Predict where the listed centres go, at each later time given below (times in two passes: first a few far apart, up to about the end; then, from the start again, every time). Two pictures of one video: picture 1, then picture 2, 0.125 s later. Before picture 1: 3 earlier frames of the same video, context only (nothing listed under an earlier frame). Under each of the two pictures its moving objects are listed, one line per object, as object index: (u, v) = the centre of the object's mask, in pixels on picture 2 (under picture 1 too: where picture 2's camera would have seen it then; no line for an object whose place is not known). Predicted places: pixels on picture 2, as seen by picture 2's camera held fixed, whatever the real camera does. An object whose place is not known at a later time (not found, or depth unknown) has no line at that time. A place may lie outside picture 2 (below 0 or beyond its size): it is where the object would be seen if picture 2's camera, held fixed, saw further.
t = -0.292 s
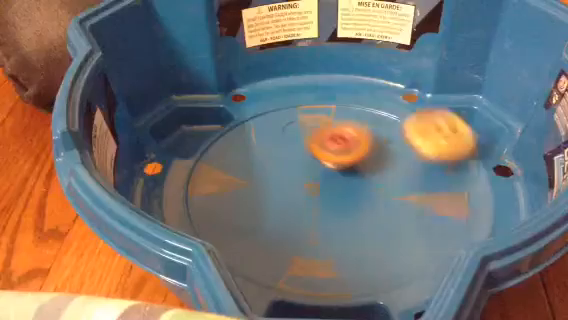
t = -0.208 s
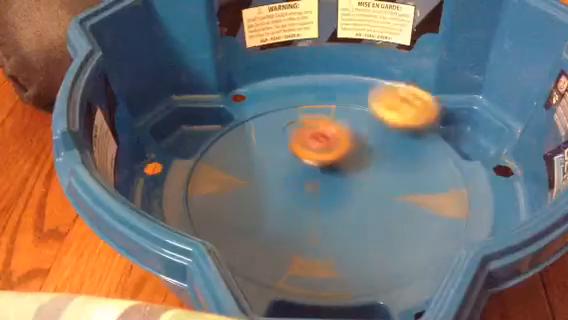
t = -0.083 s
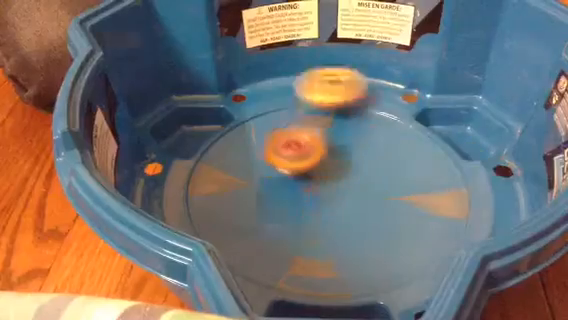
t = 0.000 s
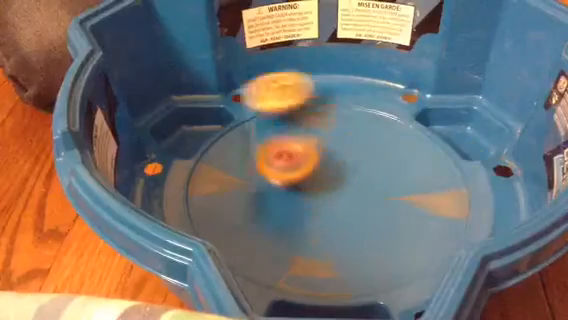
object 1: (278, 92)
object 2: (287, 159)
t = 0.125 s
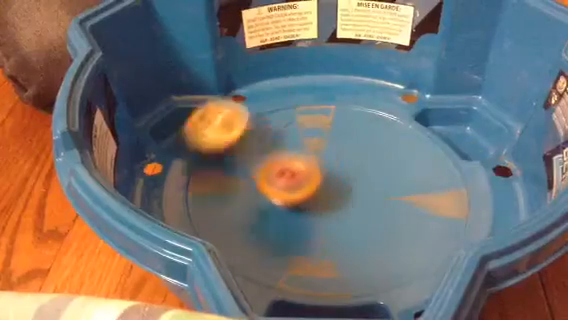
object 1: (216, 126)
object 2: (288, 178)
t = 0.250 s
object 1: (207, 182)
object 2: (308, 192)
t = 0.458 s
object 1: (324, 249)
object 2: (352, 190)
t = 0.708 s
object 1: (442, 173)
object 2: (357, 162)
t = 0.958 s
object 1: (351, 102)
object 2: (319, 151)
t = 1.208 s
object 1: (232, 142)
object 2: (293, 168)
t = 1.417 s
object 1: (247, 218)
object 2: (320, 192)
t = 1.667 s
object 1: (372, 238)
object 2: (375, 167)
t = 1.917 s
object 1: (394, 171)
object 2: (332, 117)
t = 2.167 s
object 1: (311, 135)
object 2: (268, 178)
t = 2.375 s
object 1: (252, 149)
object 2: (353, 229)
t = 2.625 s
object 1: (255, 196)
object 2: (431, 167)
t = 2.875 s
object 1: (347, 197)
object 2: (320, 121)
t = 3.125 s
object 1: (366, 145)
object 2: (220, 169)
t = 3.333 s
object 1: (328, 126)
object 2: (270, 238)
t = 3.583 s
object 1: (288, 152)
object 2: (401, 202)
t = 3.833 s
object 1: (320, 199)
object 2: (374, 119)
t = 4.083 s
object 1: (376, 196)
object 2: (266, 106)
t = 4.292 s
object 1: (376, 171)
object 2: (234, 175)
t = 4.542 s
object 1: (322, 156)
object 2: (352, 232)
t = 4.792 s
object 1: (275, 176)
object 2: (441, 174)
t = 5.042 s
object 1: (289, 204)
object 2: (358, 117)
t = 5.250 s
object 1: (330, 197)
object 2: (258, 135)
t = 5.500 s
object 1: (342, 160)
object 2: (227, 208)
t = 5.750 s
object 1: (310, 139)
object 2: (355, 235)
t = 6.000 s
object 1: (288, 153)
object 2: (400, 155)
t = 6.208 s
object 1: (301, 176)
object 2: (338, 106)
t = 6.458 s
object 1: (347, 186)
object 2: (246, 126)
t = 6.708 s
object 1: (365, 171)
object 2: (274, 210)
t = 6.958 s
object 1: (342, 160)
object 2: (402, 219)
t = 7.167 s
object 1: (310, 168)
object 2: (428, 158)
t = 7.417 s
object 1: (298, 185)
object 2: (328, 123)
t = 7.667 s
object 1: (313, 193)
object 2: (235, 155)
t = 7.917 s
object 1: (326, 178)
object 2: (259, 225)
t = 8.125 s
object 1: (321, 162)
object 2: (364, 218)
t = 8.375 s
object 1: (306, 155)
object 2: (393, 146)
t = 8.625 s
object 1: (305, 165)
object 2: (320, 105)
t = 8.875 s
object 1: (323, 174)
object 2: (251, 155)
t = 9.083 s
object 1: (340, 173)
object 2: (290, 216)
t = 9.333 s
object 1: (343, 168)
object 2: (399, 218)
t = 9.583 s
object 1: (327, 171)
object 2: (397, 152)
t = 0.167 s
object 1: (207, 142)
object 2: (293, 183)
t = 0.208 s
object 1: (204, 161)
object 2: (300, 188)
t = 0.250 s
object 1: (207, 182)
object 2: (308, 192)
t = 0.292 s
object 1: (217, 202)
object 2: (317, 194)
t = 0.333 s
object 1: (236, 221)
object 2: (327, 196)
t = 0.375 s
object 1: (262, 236)
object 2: (336, 195)
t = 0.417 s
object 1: (294, 246)
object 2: (344, 193)
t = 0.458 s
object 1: (324, 249)
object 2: (352, 190)
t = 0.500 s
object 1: (356, 246)
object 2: (356, 186)
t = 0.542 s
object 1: (385, 238)
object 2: (361, 182)
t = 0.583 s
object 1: (409, 224)
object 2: (362, 177)
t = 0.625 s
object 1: (427, 210)
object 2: (363, 172)
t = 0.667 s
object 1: (438, 191)
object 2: (361, 167)
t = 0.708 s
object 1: (442, 173)
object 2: (357, 162)
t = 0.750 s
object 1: (437, 156)
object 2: (354, 158)
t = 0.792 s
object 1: (428, 140)
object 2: (349, 155)
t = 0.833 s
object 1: (414, 126)
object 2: (342, 152)
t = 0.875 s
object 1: (396, 115)
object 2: (333, 151)
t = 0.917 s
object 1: (375, 107)
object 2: (326, 150)
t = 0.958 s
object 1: (351, 102)
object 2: (319, 151)
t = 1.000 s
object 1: (327, 101)
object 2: (312, 152)
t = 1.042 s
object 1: (304, 103)
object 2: (306, 153)
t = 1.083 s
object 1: (282, 108)
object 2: (301, 156)
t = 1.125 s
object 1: (261, 117)
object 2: (297, 159)
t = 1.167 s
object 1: (244, 128)
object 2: (294, 163)
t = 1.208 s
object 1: (232, 142)
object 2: (293, 168)
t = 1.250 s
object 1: (222, 155)
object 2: (297, 175)
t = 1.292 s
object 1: (220, 171)
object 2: (301, 180)
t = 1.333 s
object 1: (223, 188)
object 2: (307, 185)
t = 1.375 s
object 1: (231, 204)
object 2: (314, 189)
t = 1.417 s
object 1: (247, 218)
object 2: (320, 192)
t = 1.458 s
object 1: (268, 229)
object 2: (328, 193)
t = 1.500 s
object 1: (292, 237)
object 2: (336, 193)
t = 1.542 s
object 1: (317, 240)
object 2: (345, 192)
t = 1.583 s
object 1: (336, 244)
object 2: (359, 184)
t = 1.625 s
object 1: (355, 242)
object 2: (369, 176)
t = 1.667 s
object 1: (372, 238)
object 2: (375, 167)
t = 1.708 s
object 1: (386, 230)
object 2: (380, 157)
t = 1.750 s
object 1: (396, 220)
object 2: (379, 146)
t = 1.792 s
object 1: (402, 208)
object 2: (372, 136)
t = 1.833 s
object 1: (404, 196)
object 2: (364, 127)
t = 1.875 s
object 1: (402, 183)
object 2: (350, 120)
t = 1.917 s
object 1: (394, 171)
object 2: (332, 117)
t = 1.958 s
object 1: (384, 163)
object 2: (314, 118)
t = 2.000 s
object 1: (371, 154)
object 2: (298, 123)
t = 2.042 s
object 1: (356, 147)
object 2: (283, 132)
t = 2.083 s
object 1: (341, 141)
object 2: (271, 146)
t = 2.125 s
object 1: (326, 137)
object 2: (267, 161)
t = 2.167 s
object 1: (311, 135)
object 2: (268, 178)
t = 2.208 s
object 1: (297, 135)
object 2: (275, 195)
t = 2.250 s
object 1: (284, 136)
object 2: (289, 208)
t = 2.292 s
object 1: (272, 140)
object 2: (307, 219)
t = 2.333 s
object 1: (260, 144)
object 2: (329, 226)
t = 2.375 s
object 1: (252, 149)
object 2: (353, 229)
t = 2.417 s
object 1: (245, 155)
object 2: (377, 228)
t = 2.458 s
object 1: (241, 163)
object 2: (400, 221)
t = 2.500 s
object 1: (240, 171)
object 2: (421, 210)
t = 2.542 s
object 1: (242, 180)
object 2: (429, 197)
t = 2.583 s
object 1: (247, 188)
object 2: (435, 183)
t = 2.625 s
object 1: (255, 196)
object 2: (431, 167)
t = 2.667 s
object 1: (267, 202)
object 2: (422, 153)
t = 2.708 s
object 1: (283, 206)
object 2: (407, 141)
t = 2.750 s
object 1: (300, 208)
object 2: (390, 132)
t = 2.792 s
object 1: (317, 206)
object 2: (366, 125)
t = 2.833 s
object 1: (333, 202)
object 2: (342, 121)
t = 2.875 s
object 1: (347, 197)
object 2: (320, 121)
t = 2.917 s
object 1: (357, 189)
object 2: (299, 122)
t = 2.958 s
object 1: (364, 180)
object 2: (278, 127)
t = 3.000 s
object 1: (368, 171)
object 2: (258, 133)
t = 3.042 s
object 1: (370, 162)
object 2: (241, 144)
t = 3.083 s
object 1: (369, 153)
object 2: (230, 155)
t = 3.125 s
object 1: (366, 145)
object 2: (220, 169)
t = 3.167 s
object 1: (361, 139)
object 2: (217, 183)
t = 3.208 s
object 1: (354, 133)
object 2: (217, 198)
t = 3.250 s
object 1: (346, 130)
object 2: (228, 214)
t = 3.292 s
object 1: (337, 127)
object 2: (247, 229)
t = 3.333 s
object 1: (328, 126)
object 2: (270, 238)
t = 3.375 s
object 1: (319, 127)
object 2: (297, 243)
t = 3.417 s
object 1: (310, 128)
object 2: (324, 243)
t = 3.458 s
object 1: (302, 132)
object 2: (350, 238)
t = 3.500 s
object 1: (296, 137)
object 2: (374, 229)
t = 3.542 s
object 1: (291, 144)
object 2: (390, 218)
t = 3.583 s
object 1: (288, 152)
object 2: (401, 202)
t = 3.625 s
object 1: (287, 160)
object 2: (408, 186)
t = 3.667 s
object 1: (289, 169)
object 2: (409, 171)
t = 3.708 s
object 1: (293, 177)
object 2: (405, 155)
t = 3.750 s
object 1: (300, 186)
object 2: (398, 143)
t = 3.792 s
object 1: (309, 193)
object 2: (388, 130)
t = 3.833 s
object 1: (320, 199)
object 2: (374, 119)
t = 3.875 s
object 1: (332, 202)
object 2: (358, 110)
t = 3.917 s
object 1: (344, 204)
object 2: (341, 104)
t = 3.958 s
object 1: (355, 204)
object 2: (323, 100)
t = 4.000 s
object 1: (363, 202)
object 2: (304, 99)
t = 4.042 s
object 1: (370, 199)
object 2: (285, 100)
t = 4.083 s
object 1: (376, 196)
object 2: (266, 106)
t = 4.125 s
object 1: (380, 191)
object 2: (249, 116)
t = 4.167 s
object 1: (383, 186)
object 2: (238, 128)
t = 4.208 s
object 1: (382, 181)
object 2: (231, 142)
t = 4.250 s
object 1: (380, 176)
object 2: (229, 158)
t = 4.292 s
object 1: (376, 171)
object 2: (234, 175)
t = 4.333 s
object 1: (370, 167)
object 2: (244, 192)
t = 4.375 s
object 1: (363, 163)
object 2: (258, 205)
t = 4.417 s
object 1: (354, 160)
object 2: (279, 218)
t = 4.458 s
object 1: (344, 158)
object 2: (300, 226)
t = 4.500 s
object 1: (334, 157)
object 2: (326, 231)
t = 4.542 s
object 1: (322, 156)
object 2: (352, 232)
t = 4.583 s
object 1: (312, 158)
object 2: (375, 230)
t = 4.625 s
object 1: (301, 160)
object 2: (398, 223)
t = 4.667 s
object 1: (292, 163)
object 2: (420, 213)
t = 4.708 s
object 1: (285, 167)
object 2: (430, 202)
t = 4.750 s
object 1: (279, 172)
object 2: (438, 189)
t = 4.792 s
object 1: (275, 176)
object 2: (441, 174)
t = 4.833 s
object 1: (272, 182)
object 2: (438, 159)
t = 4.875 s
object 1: (272, 187)
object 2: (428, 147)
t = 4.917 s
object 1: (273, 193)
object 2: (416, 136)
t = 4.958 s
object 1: (277, 198)
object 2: (400, 127)
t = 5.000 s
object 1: (282, 202)
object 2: (380, 121)
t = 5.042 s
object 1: (289, 204)
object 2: (358, 117)
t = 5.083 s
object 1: (297, 206)
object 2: (335, 117)
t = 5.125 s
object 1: (307, 206)
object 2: (316, 118)
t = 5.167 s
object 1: (315, 204)
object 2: (295, 122)
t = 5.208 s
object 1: (323, 201)
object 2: (276, 127)
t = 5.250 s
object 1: (330, 197)
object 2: (258, 135)
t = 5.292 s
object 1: (336, 191)
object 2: (245, 145)
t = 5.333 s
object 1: (340, 185)
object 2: (234, 154)
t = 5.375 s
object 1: (343, 179)
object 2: (223, 168)
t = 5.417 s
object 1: (344, 172)
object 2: (220, 182)
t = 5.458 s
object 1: (344, 166)
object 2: (220, 194)
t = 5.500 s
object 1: (342, 160)
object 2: (227, 208)
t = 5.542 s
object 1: (338, 154)
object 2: (241, 222)
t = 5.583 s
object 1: (333, 149)
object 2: (259, 233)
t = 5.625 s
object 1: (329, 146)
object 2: (283, 240)
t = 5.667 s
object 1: (323, 142)
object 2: (307, 242)
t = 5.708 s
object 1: (316, 141)
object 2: (333, 240)
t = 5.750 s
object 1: (310, 139)
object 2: (355, 235)
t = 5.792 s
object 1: (304, 140)
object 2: (374, 225)
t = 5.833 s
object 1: (298, 141)
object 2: (390, 213)
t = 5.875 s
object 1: (293, 143)
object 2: (398, 198)
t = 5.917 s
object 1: (290, 146)
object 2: (404, 184)
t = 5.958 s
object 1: (288, 149)
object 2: (403, 168)
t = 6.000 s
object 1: (288, 153)
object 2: (400, 155)
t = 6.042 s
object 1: (287, 157)
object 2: (393, 143)
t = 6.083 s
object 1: (289, 161)
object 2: (383, 131)
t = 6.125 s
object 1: (291, 166)
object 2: (371, 121)
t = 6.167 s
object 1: (295, 171)
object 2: (356, 113)
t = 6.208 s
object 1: (301, 176)
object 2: (338, 106)
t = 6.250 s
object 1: (308, 180)
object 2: (322, 103)
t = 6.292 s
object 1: (315, 183)
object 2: (305, 101)
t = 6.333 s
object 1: (324, 186)
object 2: (288, 103)
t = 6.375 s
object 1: (332, 187)
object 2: (272, 109)
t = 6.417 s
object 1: (340, 187)
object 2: (257, 116)
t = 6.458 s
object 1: (347, 186)
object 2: (246, 126)
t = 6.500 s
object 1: (353, 185)
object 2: (239, 139)
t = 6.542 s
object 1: (358, 183)
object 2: (236, 154)
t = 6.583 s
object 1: (362, 181)
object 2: (237, 169)
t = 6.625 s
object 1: (364, 178)
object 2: (247, 185)
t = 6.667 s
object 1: (365, 175)
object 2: (258, 198)
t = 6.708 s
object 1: (365, 171)
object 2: (274, 210)
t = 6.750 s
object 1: (364, 169)
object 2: (294, 219)
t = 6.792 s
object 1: (361, 166)
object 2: (315, 226)
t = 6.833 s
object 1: (358, 164)
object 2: (338, 230)
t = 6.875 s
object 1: (353, 162)
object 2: (361, 230)
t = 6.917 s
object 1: (348, 161)
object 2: (382, 227)
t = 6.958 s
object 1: (342, 160)
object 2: (402, 219)
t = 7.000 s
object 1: (335, 161)
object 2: (420, 209)
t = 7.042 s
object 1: (329, 162)
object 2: (429, 197)
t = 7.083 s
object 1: (323, 163)
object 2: (434, 185)
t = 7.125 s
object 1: (316, 165)
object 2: (434, 172)
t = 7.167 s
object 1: (310, 168)
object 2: (428, 158)
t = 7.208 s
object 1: (305, 171)
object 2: (419, 148)
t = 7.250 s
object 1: (302, 174)
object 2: (406, 140)
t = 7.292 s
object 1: (300, 177)
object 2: (388, 132)
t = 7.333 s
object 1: (299, 180)
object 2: (369, 127)
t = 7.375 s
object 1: (298, 183)
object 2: (350, 124)
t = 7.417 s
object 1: (298, 185)
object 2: (328, 123)
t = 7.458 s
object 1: (299, 188)
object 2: (310, 124)
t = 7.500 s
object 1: (300, 190)
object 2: (291, 128)
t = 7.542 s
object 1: (302, 192)
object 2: (273, 133)
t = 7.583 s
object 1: (305, 193)
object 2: (259, 139)
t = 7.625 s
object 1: (309, 193)
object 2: (245, 147)
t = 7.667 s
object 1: (313, 193)
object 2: (235, 155)
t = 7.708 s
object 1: (316, 193)
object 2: (225, 167)
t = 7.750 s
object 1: (319, 191)
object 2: (222, 178)
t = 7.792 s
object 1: (322, 188)
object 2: (222, 190)
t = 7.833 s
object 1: (324, 185)
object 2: (225, 200)
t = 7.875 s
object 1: (326, 182)
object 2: (242, 215)
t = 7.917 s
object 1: (326, 178)
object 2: (259, 225)
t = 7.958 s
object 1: (327, 175)
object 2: (280, 231)
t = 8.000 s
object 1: (326, 171)
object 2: (301, 233)
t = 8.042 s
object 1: (325, 168)
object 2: (324, 231)
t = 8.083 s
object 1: (323, 165)
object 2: (346, 227)
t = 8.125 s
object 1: (321, 162)
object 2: (364, 218)
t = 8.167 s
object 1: (320, 160)
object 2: (378, 208)
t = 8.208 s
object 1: (317, 158)
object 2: (388, 197)
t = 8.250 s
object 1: (314, 157)
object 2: (395, 183)
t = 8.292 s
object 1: (311, 155)
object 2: (398, 171)
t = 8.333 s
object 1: (308, 155)
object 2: (397, 158)
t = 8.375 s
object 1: (306, 155)
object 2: (393, 146)
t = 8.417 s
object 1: (304, 156)
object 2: (386, 134)
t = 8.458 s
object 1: (302, 157)
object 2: (376, 124)
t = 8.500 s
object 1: (302, 159)
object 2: (365, 116)
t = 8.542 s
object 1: (302, 161)
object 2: (351, 110)
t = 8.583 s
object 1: (303, 163)
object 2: (335, 107)
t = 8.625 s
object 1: (305, 165)
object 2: (320, 105)
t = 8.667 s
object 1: (307, 167)
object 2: (303, 108)
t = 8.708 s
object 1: (310, 169)
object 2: (287, 112)
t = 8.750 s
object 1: (313, 170)
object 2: (273, 119)
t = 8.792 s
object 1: (317, 172)
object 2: (262, 129)
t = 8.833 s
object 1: (320, 173)
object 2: (255, 141)
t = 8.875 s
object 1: (323, 174)
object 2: (251, 155)
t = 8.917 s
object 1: (327, 174)
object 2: (252, 167)
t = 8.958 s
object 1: (331, 174)
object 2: (256, 181)
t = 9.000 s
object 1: (334, 175)
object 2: (264, 194)
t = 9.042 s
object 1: (338, 174)
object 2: (276, 205)
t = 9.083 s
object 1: (340, 173)
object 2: (290, 216)
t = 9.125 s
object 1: (343, 172)
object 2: (308, 223)
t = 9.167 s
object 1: (344, 171)
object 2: (327, 228)
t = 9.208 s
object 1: (344, 170)
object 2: (347, 230)
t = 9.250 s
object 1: (345, 169)
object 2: (367, 229)
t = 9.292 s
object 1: (344, 168)
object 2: (384, 225)
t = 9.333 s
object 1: (343, 168)
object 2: (399, 218)
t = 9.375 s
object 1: (341, 168)
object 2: (410, 209)
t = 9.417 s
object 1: (339, 167)
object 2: (418, 198)
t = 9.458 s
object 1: (336, 168)
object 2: (420, 185)
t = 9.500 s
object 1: (332, 168)
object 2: (416, 172)
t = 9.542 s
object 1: (329, 169)
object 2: (408, 162)
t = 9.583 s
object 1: (327, 171)
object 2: (397, 152)
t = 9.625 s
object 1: (324, 172)
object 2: (381, 144)
